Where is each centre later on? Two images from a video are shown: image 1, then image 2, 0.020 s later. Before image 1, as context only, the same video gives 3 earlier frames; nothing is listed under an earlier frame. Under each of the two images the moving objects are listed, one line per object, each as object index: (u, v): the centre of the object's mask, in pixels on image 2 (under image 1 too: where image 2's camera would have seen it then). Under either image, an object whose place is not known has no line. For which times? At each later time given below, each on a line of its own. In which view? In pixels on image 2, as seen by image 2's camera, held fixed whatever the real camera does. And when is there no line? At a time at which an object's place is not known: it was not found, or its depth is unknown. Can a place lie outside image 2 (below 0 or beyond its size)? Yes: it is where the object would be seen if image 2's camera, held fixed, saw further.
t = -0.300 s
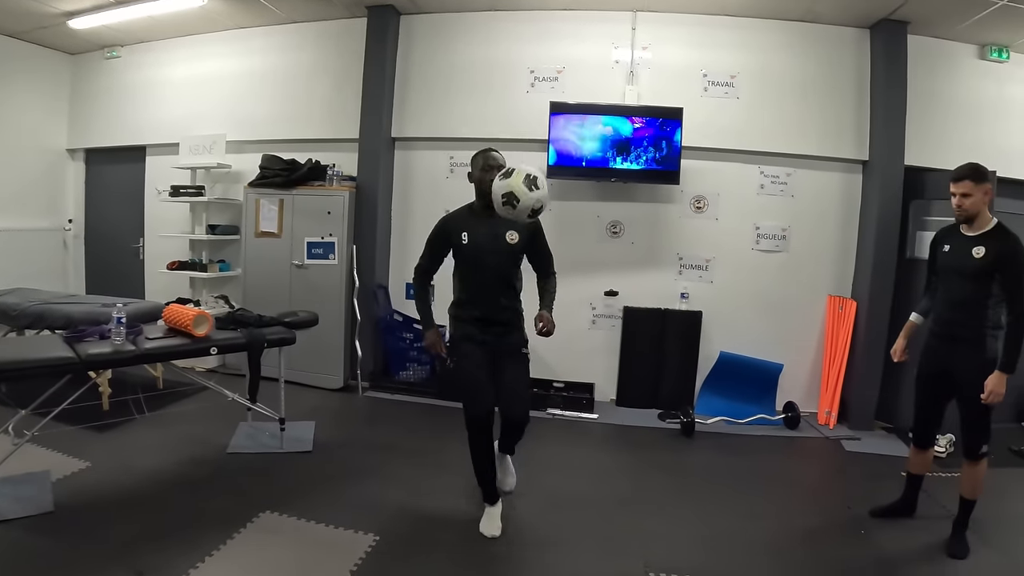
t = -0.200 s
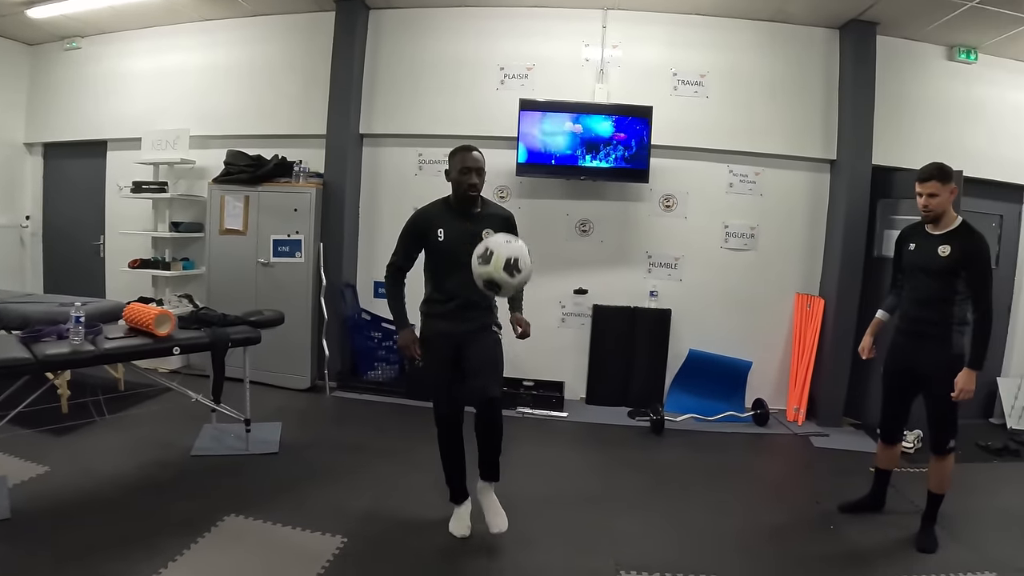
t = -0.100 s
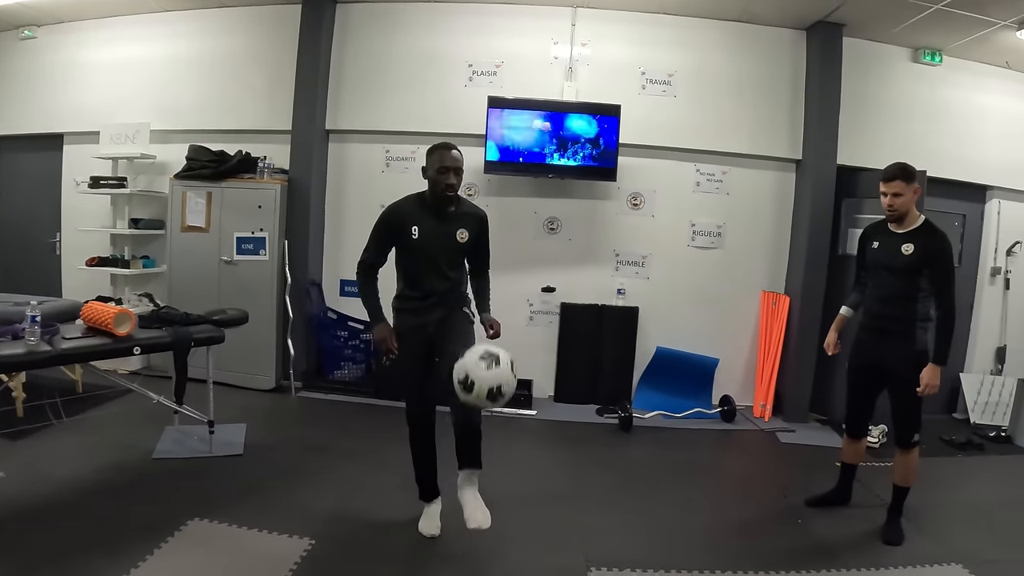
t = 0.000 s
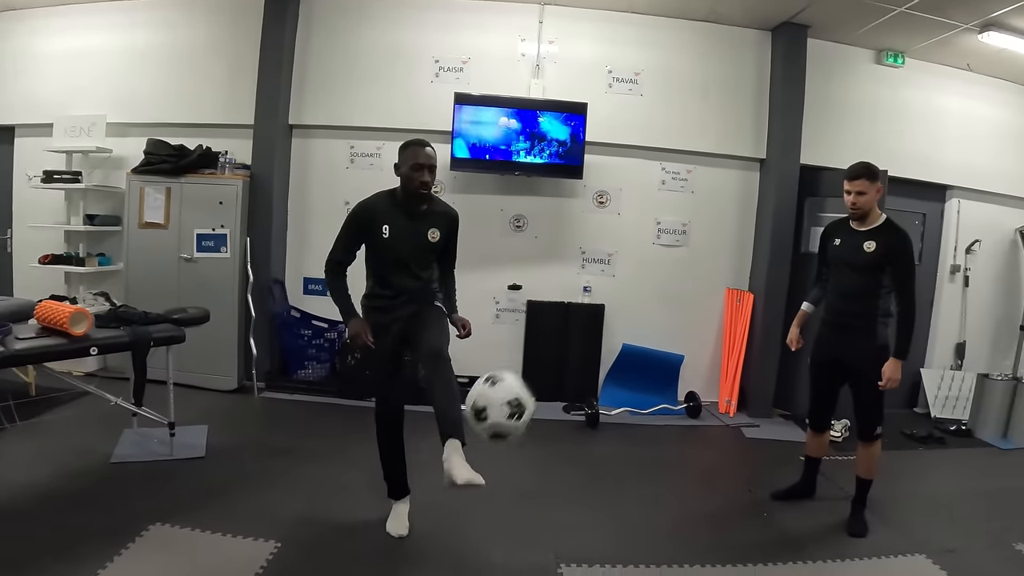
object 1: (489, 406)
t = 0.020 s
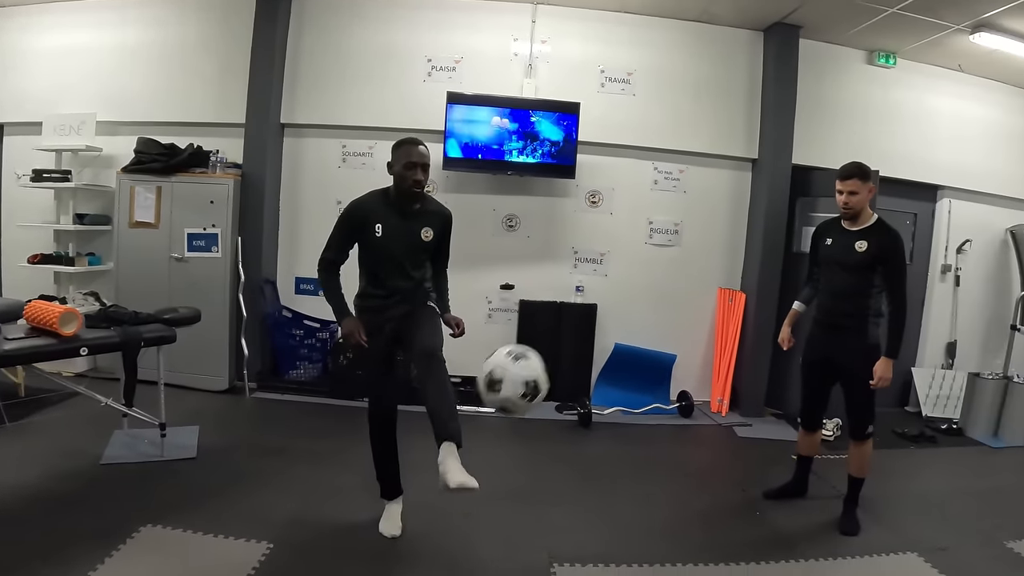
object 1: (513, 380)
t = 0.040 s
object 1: (536, 356)
